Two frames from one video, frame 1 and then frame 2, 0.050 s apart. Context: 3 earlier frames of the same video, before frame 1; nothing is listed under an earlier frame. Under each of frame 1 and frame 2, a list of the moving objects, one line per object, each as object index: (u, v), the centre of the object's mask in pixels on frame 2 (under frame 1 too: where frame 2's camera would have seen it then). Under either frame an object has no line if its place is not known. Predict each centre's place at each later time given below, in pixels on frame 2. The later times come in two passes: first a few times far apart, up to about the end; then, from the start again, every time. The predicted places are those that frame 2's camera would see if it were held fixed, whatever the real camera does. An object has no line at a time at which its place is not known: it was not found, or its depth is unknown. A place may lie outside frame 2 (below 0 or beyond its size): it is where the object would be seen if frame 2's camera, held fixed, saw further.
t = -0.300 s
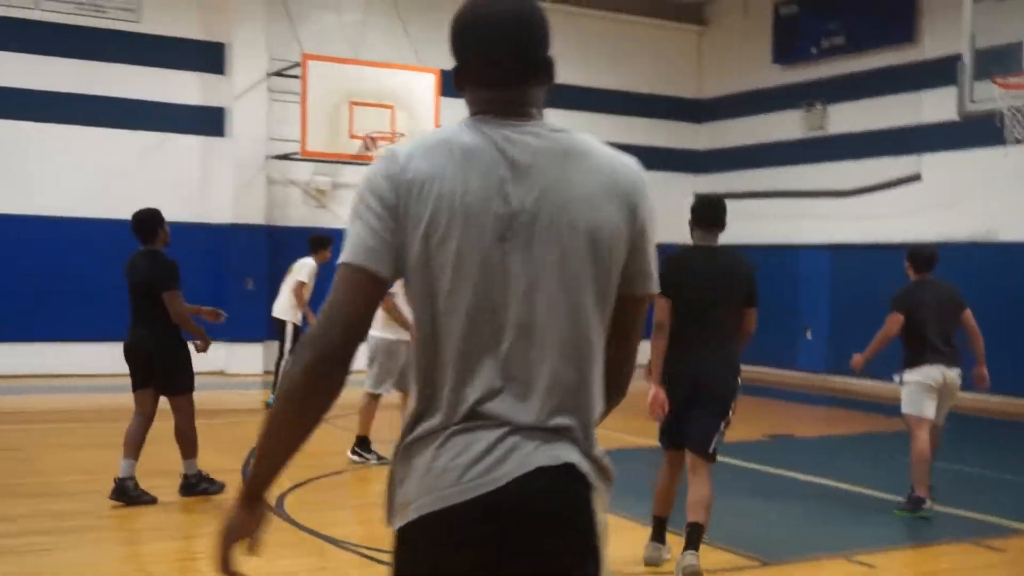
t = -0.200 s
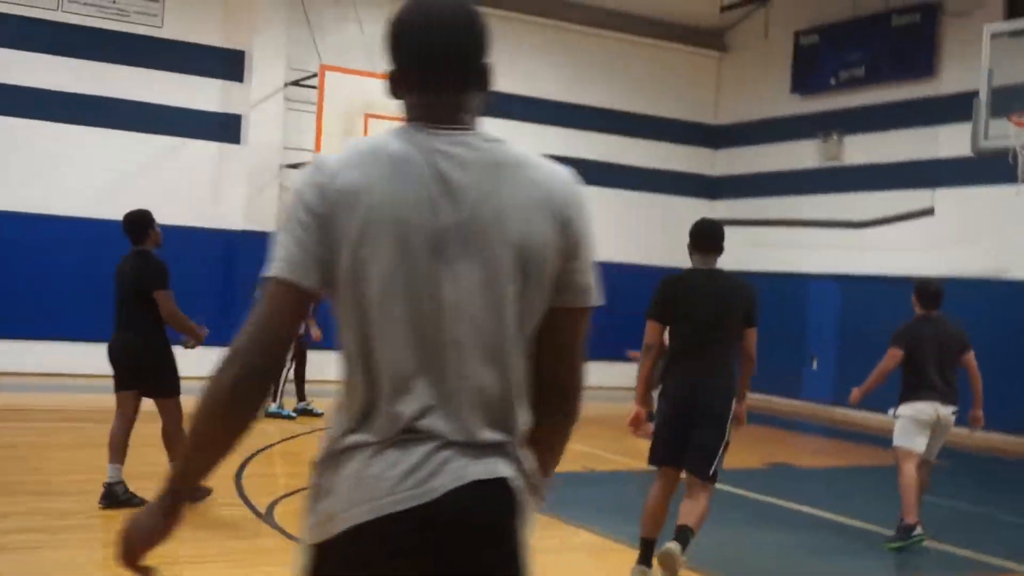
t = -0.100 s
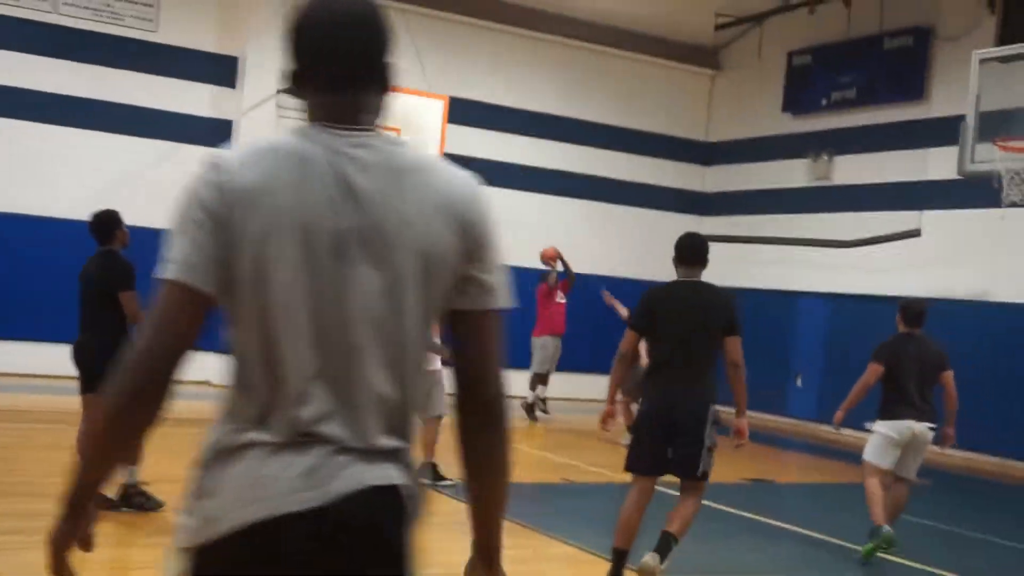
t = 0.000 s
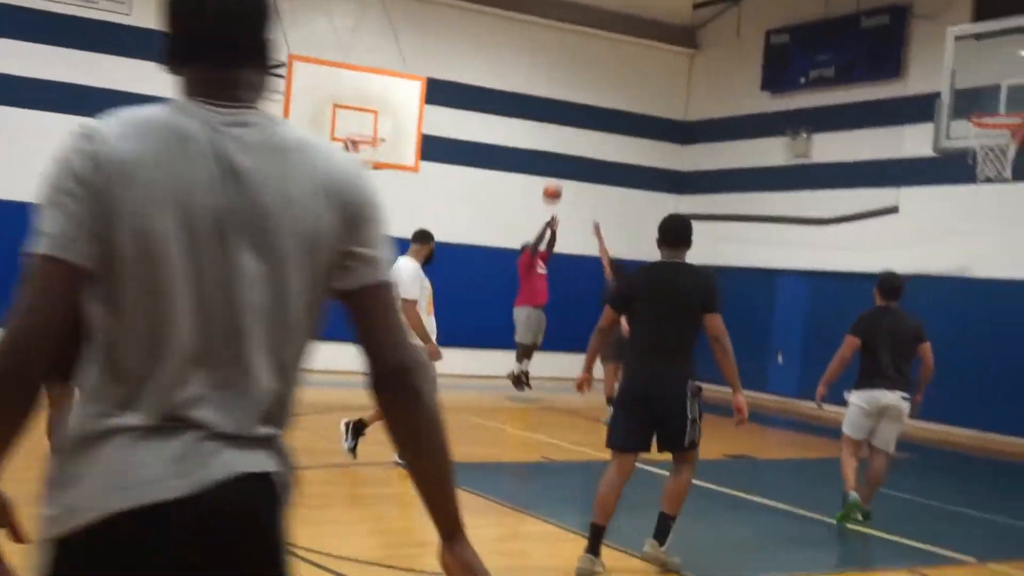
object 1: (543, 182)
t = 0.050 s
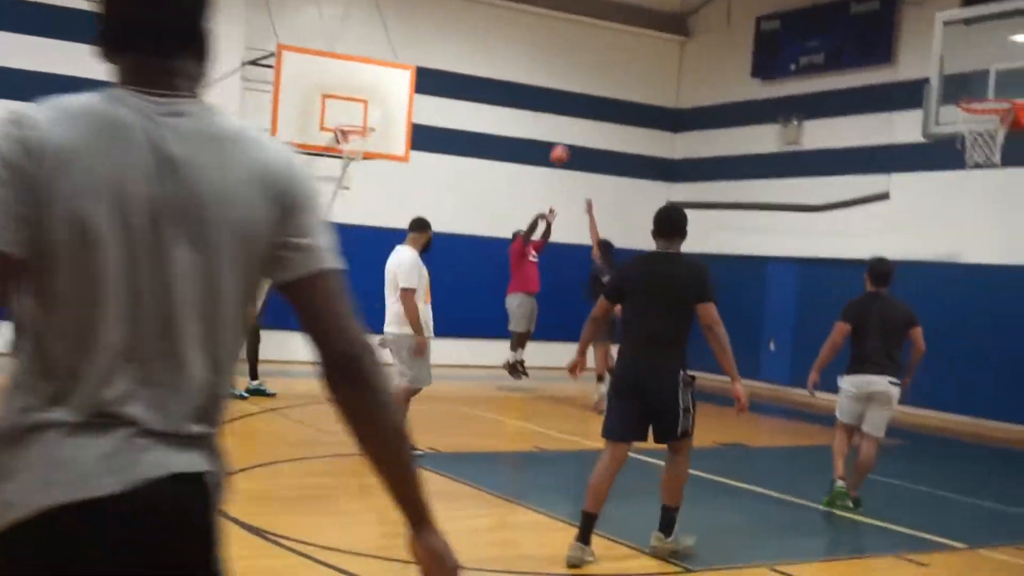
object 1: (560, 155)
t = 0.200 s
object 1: (610, 92)
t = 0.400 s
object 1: (682, 28)
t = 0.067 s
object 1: (565, 150)
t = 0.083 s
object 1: (571, 142)
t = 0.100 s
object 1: (576, 135)
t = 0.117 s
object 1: (582, 127)
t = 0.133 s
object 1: (588, 119)
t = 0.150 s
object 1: (593, 113)
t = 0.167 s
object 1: (599, 106)
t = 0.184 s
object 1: (604, 99)
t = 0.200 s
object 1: (610, 92)
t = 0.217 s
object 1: (617, 86)
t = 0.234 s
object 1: (623, 79)
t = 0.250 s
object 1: (629, 73)
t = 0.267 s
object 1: (635, 67)
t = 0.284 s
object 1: (641, 62)
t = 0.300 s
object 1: (647, 57)
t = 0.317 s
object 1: (652, 52)
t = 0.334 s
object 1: (659, 47)
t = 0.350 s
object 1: (665, 41)
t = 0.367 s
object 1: (670, 37)
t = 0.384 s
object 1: (676, 32)
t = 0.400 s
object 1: (682, 28)
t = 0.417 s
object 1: (688, 24)
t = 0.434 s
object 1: (694, 20)
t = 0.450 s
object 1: (699, 16)
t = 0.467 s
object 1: (706, 13)
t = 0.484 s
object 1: (712, 9)
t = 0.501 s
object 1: (719, 6)
